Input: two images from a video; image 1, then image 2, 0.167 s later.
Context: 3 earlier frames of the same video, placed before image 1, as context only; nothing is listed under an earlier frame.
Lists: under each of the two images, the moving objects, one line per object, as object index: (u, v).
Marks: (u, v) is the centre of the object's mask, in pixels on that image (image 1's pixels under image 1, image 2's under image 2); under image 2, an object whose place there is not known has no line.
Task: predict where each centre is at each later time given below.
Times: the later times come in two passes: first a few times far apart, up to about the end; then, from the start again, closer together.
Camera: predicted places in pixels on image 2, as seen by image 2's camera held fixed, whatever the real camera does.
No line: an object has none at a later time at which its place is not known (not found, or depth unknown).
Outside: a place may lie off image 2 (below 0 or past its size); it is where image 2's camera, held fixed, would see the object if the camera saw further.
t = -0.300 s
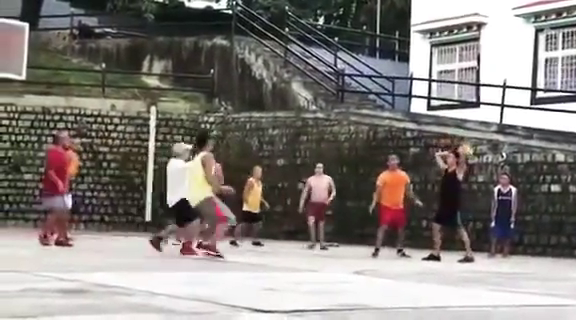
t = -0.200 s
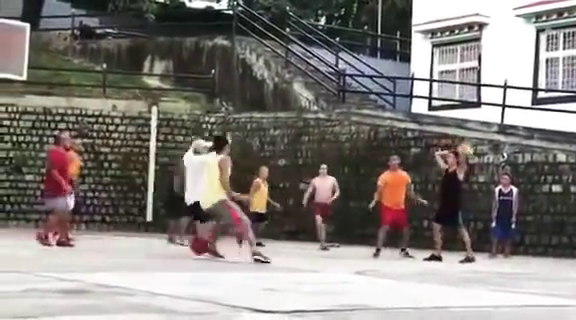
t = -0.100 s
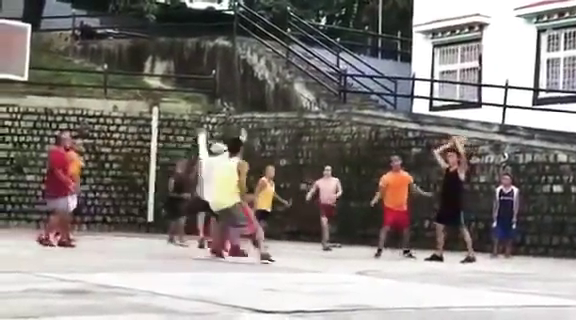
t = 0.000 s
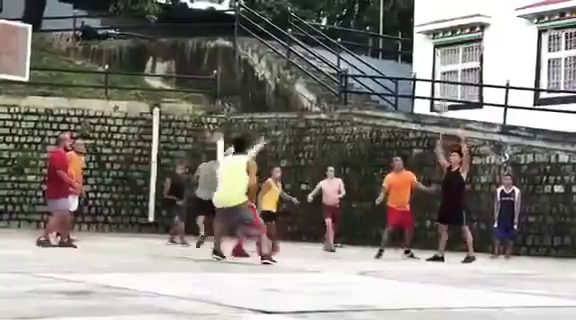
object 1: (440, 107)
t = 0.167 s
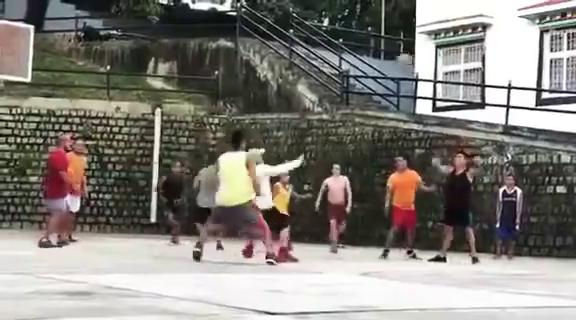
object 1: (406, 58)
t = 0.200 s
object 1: (396, 54)
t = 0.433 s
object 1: (333, 21)
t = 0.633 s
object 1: (270, 27)
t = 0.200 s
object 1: (396, 54)
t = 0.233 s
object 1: (388, 47)
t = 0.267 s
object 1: (379, 40)
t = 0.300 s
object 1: (370, 36)
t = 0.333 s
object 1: (361, 31)
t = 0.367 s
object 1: (353, 28)
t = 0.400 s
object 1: (343, 23)
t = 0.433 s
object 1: (333, 21)
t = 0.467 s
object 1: (323, 20)
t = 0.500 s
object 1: (312, 19)
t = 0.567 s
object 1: (292, 20)
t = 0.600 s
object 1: (282, 23)
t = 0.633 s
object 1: (270, 27)
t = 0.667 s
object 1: (259, 30)
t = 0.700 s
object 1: (247, 35)
